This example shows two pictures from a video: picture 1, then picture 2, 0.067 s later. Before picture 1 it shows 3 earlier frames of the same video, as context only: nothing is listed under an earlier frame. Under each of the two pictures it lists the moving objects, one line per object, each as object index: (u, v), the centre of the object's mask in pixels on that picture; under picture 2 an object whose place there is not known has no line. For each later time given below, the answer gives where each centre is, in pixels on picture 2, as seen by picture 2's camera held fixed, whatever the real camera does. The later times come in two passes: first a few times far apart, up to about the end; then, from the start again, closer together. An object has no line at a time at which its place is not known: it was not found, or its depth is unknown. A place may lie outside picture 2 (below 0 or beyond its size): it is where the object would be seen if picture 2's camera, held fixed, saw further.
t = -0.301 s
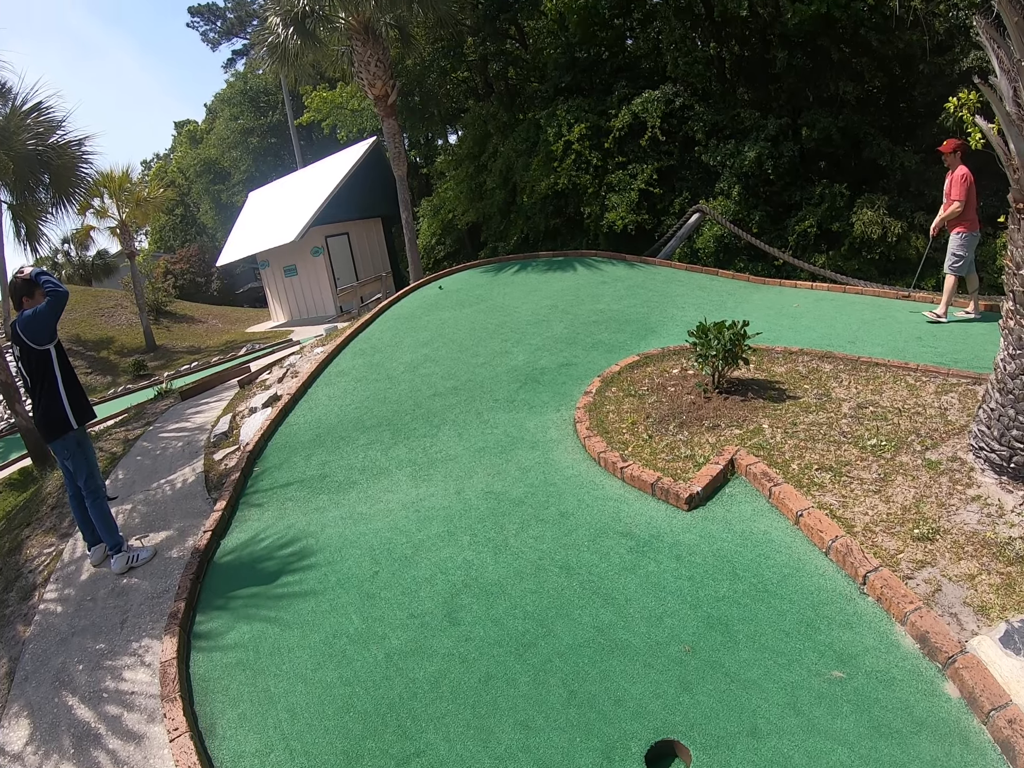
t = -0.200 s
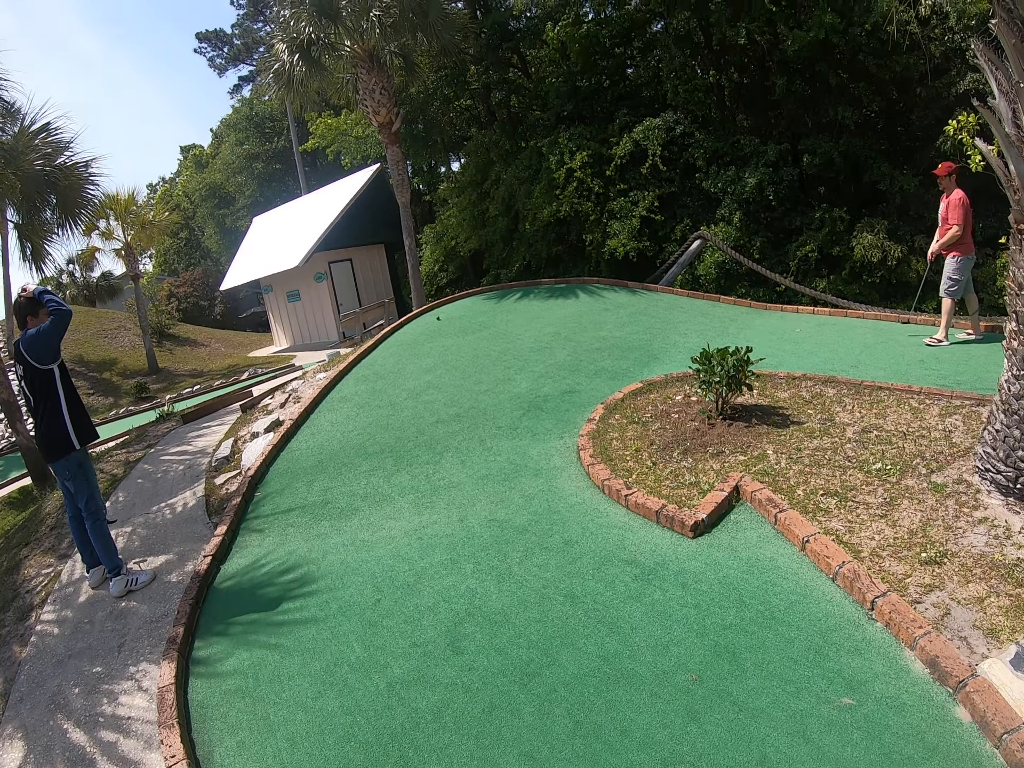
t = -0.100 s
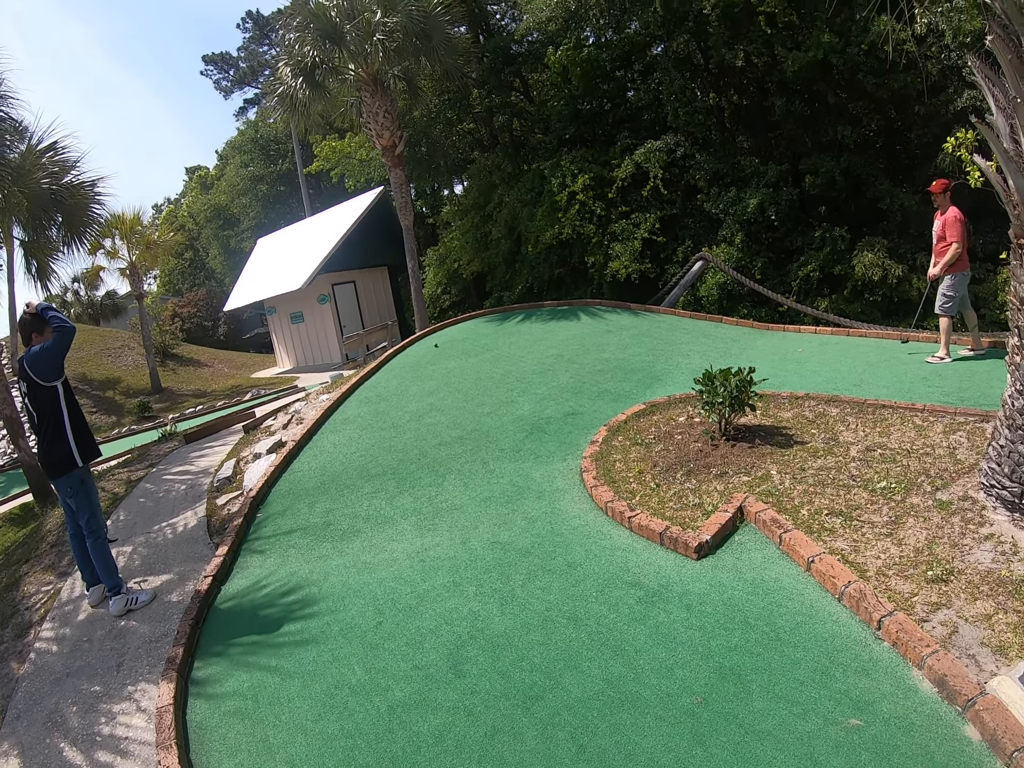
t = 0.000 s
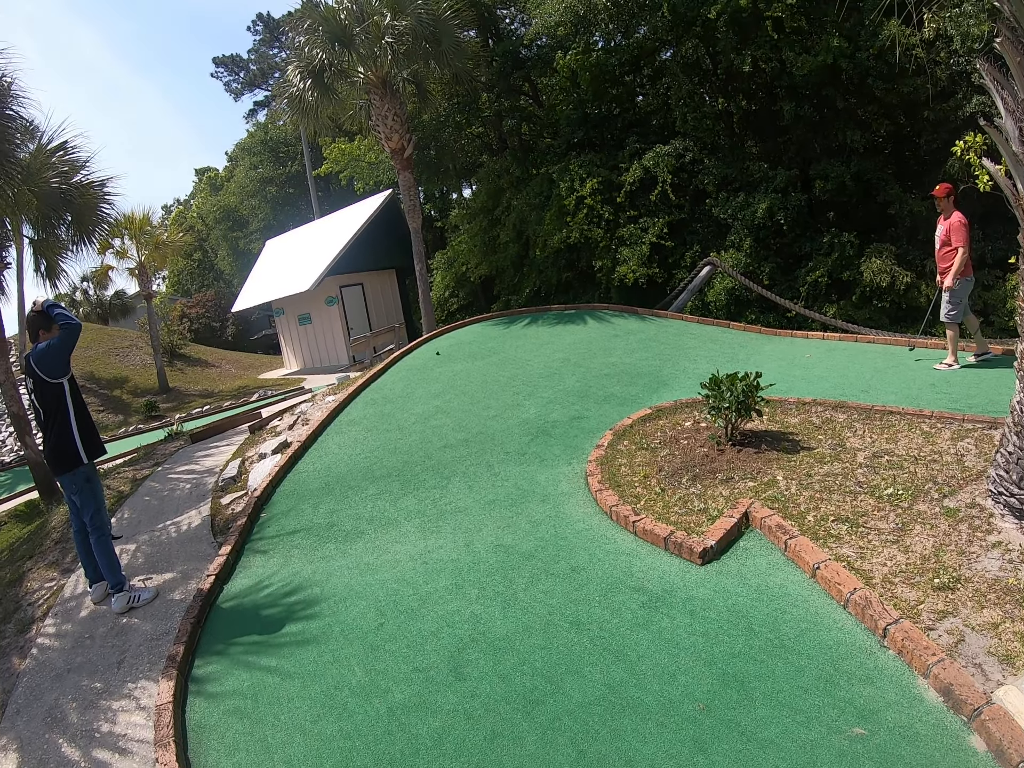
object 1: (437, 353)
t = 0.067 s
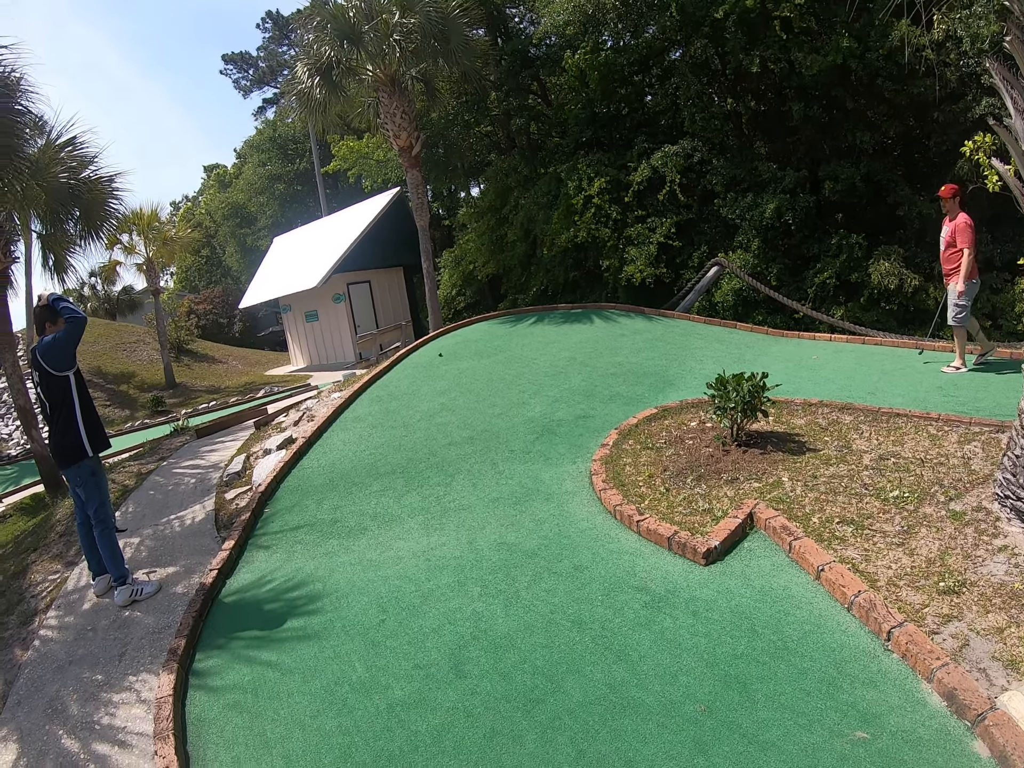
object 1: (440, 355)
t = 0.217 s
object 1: (434, 363)
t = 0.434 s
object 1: (427, 379)
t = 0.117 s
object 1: (438, 358)
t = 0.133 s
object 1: (438, 359)
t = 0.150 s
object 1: (437, 359)
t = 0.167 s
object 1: (436, 360)
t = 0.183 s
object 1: (435, 362)
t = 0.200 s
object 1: (435, 362)
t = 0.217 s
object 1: (434, 363)
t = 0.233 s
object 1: (434, 365)
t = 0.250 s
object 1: (433, 366)
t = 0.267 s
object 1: (433, 367)
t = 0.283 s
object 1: (432, 368)
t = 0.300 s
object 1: (431, 369)
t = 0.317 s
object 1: (431, 371)
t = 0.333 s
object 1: (431, 372)
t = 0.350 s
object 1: (430, 373)
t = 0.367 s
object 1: (430, 374)
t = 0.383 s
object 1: (429, 375)
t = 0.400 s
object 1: (428, 377)
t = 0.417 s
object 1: (428, 378)
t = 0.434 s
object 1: (427, 379)
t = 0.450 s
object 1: (427, 380)
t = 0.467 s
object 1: (426, 382)
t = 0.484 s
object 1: (426, 383)
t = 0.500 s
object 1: (425, 385)
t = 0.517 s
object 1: (424, 386)
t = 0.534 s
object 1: (424, 387)
